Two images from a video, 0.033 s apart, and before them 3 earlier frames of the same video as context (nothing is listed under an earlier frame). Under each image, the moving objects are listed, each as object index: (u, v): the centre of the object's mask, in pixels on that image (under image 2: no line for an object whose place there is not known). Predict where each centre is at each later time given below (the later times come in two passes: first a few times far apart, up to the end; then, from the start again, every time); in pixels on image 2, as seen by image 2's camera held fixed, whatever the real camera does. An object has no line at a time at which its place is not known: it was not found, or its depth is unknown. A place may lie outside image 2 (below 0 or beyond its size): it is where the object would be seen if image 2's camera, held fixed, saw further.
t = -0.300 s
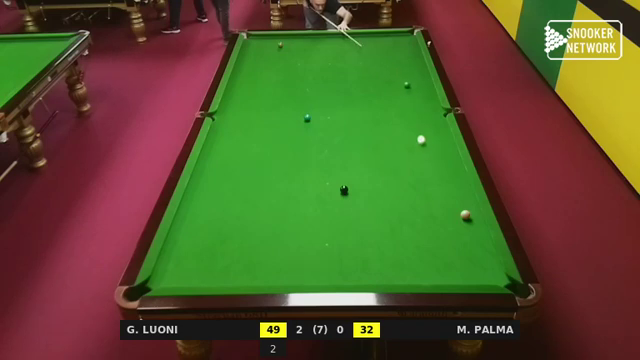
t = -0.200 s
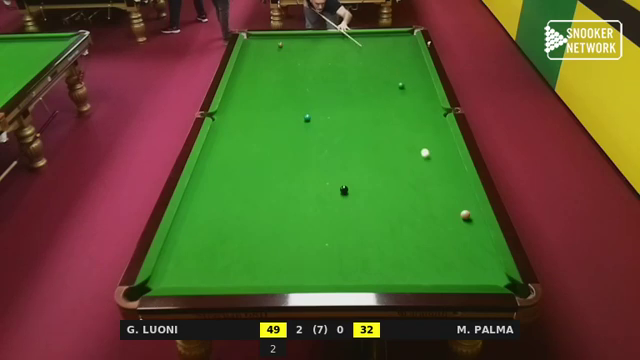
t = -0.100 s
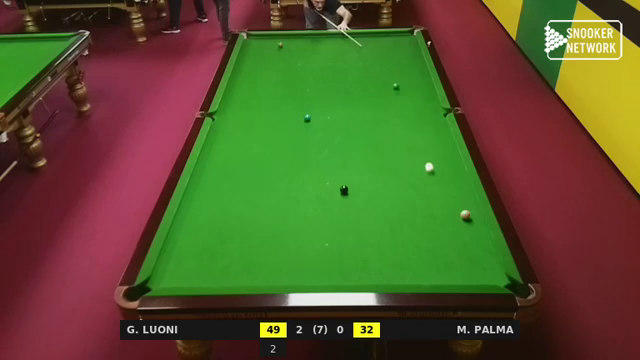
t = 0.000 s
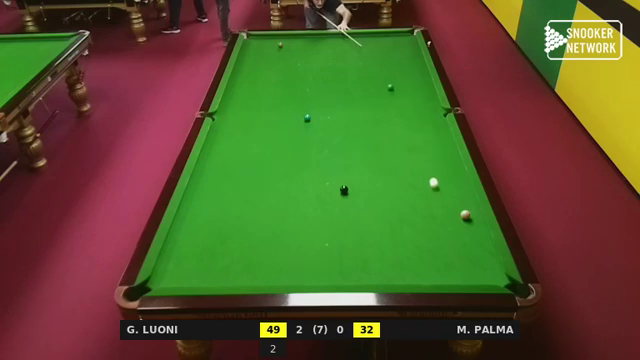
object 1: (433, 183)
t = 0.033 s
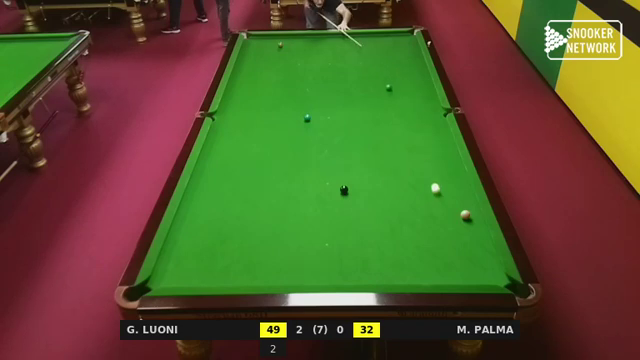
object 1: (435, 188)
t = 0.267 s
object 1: (448, 232)
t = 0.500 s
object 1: (461, 277)
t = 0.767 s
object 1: (438, 233)
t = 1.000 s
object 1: (423, 203)
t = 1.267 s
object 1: (408, 175)
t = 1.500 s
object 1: (397, 154)
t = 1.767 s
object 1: (387, 133)
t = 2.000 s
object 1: (378, 118)
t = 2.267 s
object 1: (370, 102)
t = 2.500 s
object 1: (364, 90)
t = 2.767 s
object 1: (357, 78)
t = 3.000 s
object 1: (352, 68)
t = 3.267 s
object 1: (348, 58)
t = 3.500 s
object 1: (343, 51)
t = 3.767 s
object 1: (339, 43)
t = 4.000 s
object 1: (336, 36)
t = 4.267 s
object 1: (333, 37)
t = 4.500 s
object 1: (331, 41)
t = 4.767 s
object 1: (329, 46)
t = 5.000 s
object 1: (327, 50)
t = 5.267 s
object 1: (326, 54)
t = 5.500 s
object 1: (324, 58)
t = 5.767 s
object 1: (322, 62)
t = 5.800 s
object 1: (322, 62)
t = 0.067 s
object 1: (437, 194)
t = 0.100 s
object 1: (438, 199)
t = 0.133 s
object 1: (440, 206)
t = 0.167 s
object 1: (442, 212)
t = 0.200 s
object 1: (444, 218)
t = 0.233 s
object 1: (446, 225)
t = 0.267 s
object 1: (448, 232)
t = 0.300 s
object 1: (450, 239)
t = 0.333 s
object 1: (452, 246)
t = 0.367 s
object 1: (454, 253)
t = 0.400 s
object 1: (457, 261)
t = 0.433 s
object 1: (459, 269)
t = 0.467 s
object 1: (461, 276)
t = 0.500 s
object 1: (461, 277)
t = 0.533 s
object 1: (457, 270)
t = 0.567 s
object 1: (454, 264)
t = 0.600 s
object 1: (451, 258)
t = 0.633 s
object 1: (448, 252)
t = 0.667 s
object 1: (445, 247)
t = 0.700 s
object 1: (443, 242)
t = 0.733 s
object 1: (440, 237)
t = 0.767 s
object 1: (438, 233)
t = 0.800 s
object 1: (436, 228)
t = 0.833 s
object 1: (433, 224)
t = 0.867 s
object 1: (431, 220)
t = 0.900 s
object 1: (429, 216)
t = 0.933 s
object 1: (427, 211)
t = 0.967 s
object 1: (425, 207)
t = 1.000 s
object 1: (423, 203)
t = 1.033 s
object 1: (421, 199)
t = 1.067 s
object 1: (419, 196)
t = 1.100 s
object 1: (417, 192)
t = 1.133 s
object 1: (415, 188)
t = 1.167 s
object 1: (413, 185)
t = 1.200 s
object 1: (411, 182)
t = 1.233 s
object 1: (410, 179)
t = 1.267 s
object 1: (408, 175)
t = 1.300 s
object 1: (406, 172)
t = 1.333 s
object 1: (405, 169)
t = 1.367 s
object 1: (403, 166)
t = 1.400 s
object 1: (402, 163)
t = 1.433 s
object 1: (400, 160)
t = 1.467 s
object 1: (399, 157)
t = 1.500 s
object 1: (397, 154)
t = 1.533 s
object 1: (396, 152)
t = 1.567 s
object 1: (394, 149)
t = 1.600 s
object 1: (393, 146)
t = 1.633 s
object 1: (392, 144)
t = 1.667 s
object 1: (390, 141)
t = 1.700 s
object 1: (389, 138)
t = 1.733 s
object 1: (388, 136)
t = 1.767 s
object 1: (387, 133)
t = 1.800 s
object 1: (385, 131)
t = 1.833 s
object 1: (384, 129)
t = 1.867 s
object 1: (383, 127)
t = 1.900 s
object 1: (382, 124)
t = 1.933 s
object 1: (381, 122)
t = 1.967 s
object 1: (379, 120)
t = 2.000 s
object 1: (378, 118)
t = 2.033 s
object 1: (377, 116)
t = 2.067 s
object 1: (376, 114)
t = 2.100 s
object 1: (375, 112)
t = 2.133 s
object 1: (374, 110)
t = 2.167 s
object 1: (373, 108)
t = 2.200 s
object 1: (372, 106)
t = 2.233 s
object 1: (371, 104)
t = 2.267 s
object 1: (370, 102)
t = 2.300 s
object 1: (369, 100)
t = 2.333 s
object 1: (368, 99)
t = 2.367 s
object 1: (367, 97)
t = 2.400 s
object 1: (366, 95)
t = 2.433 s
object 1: (365, 94)
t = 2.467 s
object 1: (365, 92)
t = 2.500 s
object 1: (364, 90)
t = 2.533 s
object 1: (363, 88)
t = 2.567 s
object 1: (362, 87)
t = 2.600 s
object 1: (361, 85)
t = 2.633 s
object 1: (361, 84)
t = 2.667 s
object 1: (360, 82)
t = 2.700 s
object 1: (359, 81)
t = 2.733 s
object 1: (358, 79)
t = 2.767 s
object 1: (357, 78)
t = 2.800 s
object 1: (357, 76)
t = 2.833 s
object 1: (356, 75)
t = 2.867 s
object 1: (355, 74)
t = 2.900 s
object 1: (354, 72)
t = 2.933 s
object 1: (354, 71)
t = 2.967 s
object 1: (353, 69)
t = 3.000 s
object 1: (352, 68)
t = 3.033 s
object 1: (352, 67)
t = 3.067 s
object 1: (351, 66)
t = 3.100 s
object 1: (351, 64)
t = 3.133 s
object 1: (350, 63)
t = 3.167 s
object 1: (349, 62)
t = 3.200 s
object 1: (349, 61)
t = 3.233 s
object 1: (348, 59)
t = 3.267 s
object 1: (348, 58)
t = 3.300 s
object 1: (347, 57)
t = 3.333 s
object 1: (346, 56)
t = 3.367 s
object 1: (346, 55)
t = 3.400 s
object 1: (345, 54)
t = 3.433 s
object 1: (345, 53)
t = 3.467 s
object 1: (344, 52)
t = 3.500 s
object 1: (343, 51)
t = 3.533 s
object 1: (343, 49)
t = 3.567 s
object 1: (342, 49)
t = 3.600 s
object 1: (342, 48)
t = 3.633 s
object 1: (341, 46)
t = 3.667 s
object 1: (341, 45)
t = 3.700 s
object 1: (340, 44)
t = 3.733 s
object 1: (340, 43)
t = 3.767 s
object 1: (339, 43)
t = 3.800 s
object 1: (339, 42)
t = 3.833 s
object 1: (338, 41)
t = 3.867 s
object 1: (338, 40)
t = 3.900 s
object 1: (337, 39)
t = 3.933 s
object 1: (337, 38)
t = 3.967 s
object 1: (336, 37)
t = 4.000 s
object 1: (336, 36)
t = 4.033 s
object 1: (335, 35)
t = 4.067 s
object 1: (335, 35)
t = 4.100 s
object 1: (335, 34)
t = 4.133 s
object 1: (334, 34)
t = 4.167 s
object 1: (334, 35)
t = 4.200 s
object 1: (334, 35)
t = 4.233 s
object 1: (333, 36)
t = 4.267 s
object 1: (333, 37)
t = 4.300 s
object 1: (333, 37)
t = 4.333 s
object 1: (333, 38)
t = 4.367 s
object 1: (332, 39)
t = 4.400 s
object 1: (332, 39)
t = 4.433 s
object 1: (332, 40)
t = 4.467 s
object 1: (331, 40)
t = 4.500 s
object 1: (331, 41)
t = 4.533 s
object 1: (331, 42)
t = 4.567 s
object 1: (331, 42)
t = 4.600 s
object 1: (330, 43)
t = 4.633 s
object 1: (330, 43)
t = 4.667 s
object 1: (330, 44)
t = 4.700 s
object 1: (330, 45)
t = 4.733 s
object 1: (329, 45)
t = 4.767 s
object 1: (329, 46)
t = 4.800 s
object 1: (329, 46)
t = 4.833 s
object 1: (329, 47)
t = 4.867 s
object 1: (328, 47)
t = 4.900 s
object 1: (328, 48)
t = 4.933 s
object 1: (328, 48)
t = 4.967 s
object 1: (328, 49)
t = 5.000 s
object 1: (327, 50)
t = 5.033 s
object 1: (327, 50)
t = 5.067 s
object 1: (327, 51)
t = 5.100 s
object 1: (327, 51)
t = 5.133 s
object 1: (326, 52)
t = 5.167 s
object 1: (326, 52)
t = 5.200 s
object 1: (326, 53)
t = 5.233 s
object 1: (326, 54)
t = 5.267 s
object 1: (326, 54)
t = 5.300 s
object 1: (325, 55)
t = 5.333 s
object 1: (325, 55)
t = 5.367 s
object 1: (325, 56)
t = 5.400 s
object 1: (324, 56)
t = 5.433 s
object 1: (324, 57)
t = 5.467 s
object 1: (324, 57)
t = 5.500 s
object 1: (324, 58)
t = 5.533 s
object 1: (324, 59)
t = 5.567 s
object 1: (323, 59)
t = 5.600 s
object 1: (323, 60)
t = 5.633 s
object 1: (323, 60)
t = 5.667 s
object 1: (323, 61)
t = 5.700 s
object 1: (323, 61)
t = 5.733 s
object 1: (322, 62)
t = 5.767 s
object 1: (322, 62)
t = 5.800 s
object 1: (322, 62)
